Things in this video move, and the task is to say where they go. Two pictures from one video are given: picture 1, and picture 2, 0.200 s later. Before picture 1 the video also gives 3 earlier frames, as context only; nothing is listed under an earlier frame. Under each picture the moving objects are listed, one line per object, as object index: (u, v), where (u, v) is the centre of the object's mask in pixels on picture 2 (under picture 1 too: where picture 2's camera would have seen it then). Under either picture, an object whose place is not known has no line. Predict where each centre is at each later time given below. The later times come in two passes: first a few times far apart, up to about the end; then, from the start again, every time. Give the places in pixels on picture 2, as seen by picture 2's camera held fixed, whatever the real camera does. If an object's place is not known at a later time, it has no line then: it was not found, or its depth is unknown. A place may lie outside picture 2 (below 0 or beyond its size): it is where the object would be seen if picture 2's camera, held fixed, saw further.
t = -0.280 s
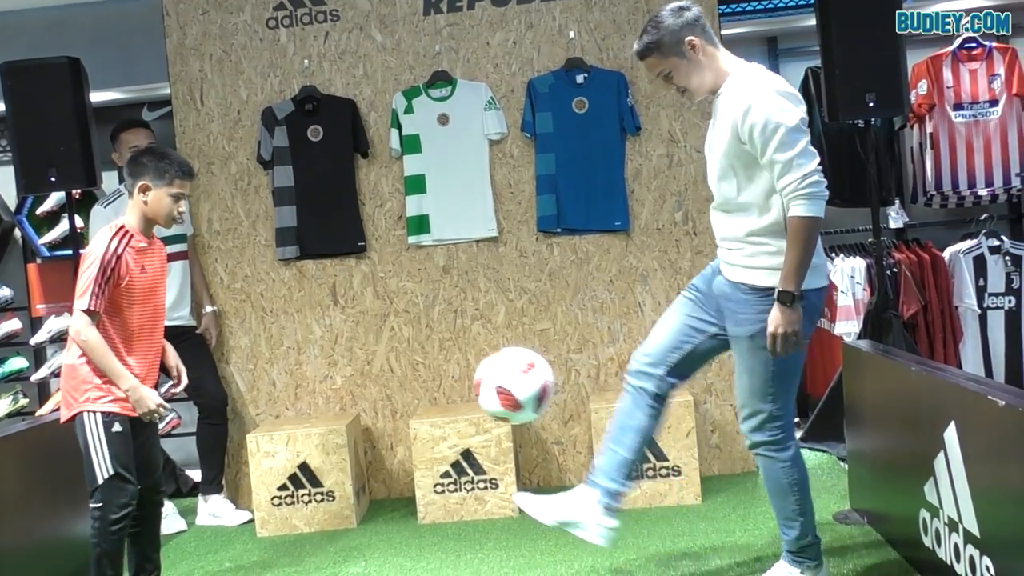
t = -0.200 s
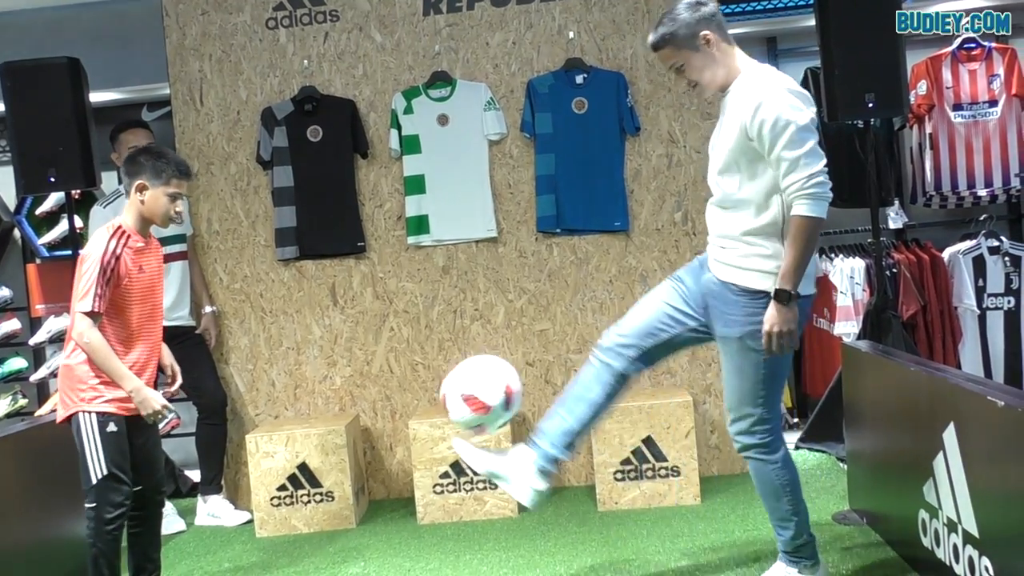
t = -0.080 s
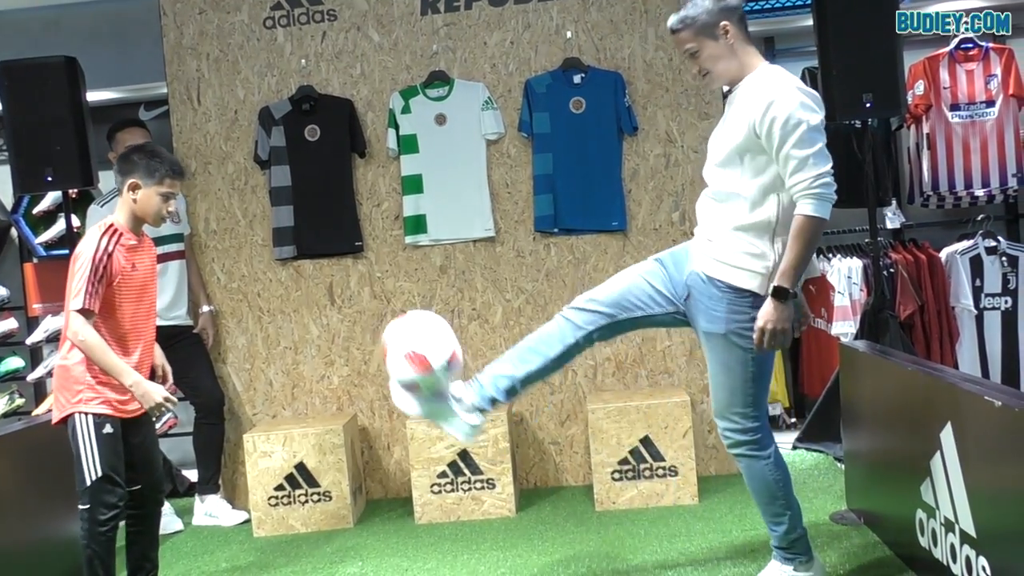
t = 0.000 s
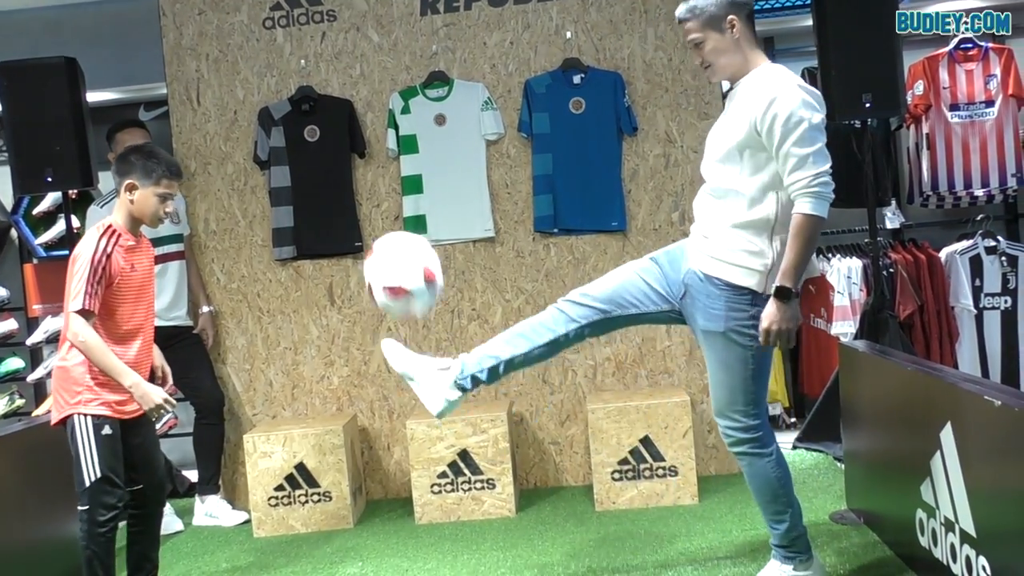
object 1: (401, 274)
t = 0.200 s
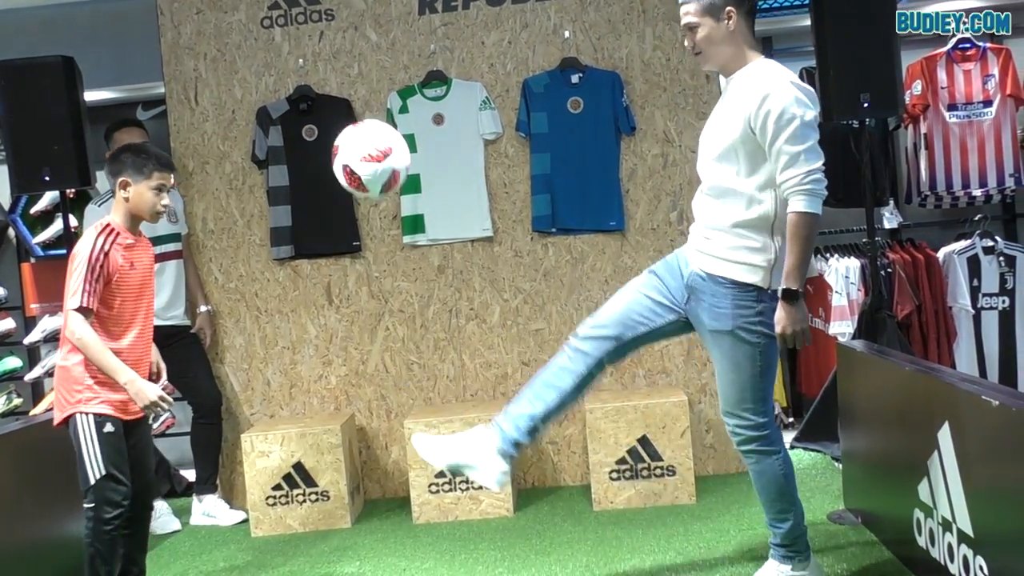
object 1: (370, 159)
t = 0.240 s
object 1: (366, 151)
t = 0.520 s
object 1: (348, 249)
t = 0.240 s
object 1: (366, 151)
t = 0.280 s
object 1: (362, 150)
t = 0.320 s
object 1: (359, 153)
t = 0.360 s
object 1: (355, 161)
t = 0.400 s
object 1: (353, 175)
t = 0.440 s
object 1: (351, 194)
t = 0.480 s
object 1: (349, 218)
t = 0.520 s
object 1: (348, 249)
